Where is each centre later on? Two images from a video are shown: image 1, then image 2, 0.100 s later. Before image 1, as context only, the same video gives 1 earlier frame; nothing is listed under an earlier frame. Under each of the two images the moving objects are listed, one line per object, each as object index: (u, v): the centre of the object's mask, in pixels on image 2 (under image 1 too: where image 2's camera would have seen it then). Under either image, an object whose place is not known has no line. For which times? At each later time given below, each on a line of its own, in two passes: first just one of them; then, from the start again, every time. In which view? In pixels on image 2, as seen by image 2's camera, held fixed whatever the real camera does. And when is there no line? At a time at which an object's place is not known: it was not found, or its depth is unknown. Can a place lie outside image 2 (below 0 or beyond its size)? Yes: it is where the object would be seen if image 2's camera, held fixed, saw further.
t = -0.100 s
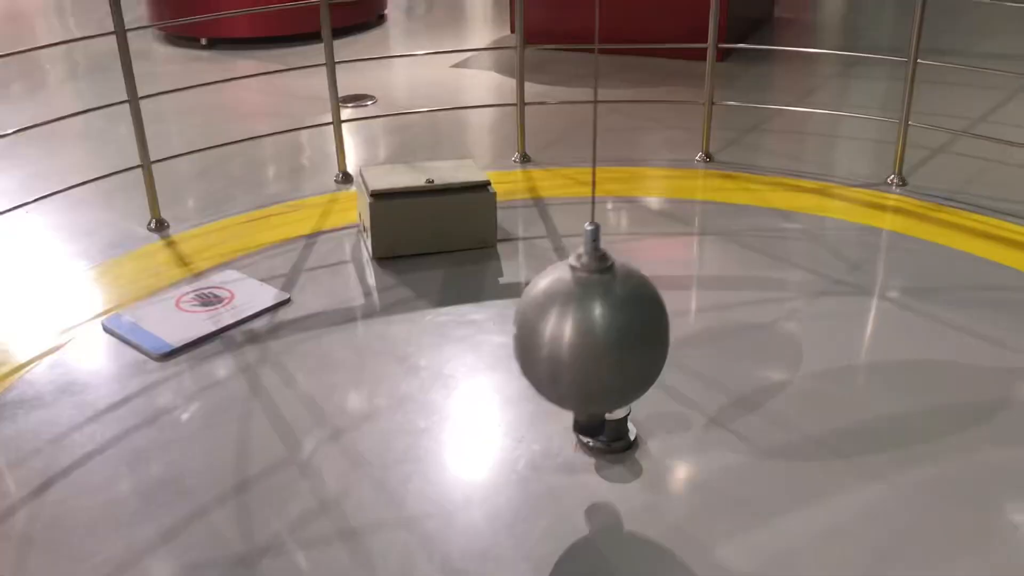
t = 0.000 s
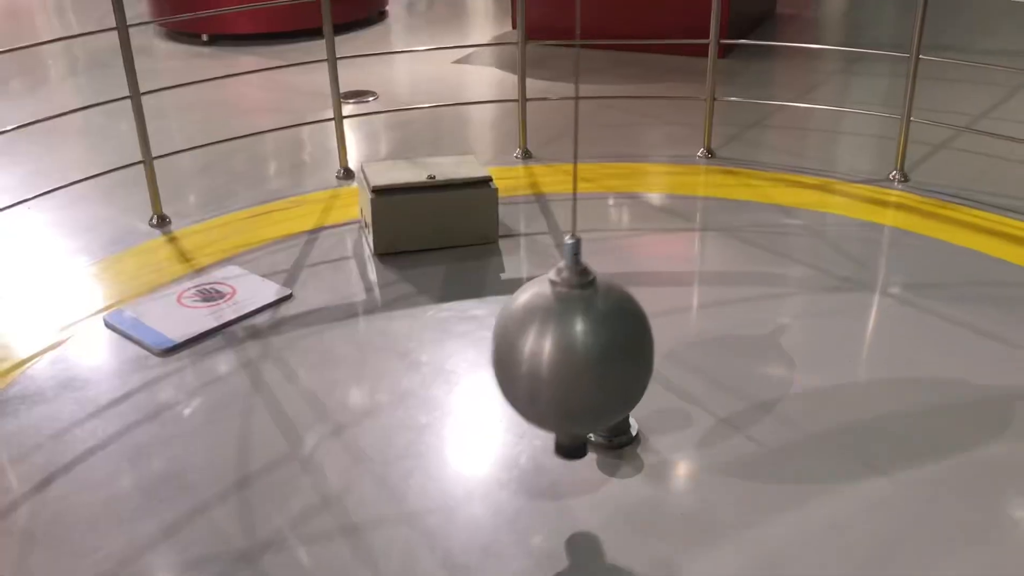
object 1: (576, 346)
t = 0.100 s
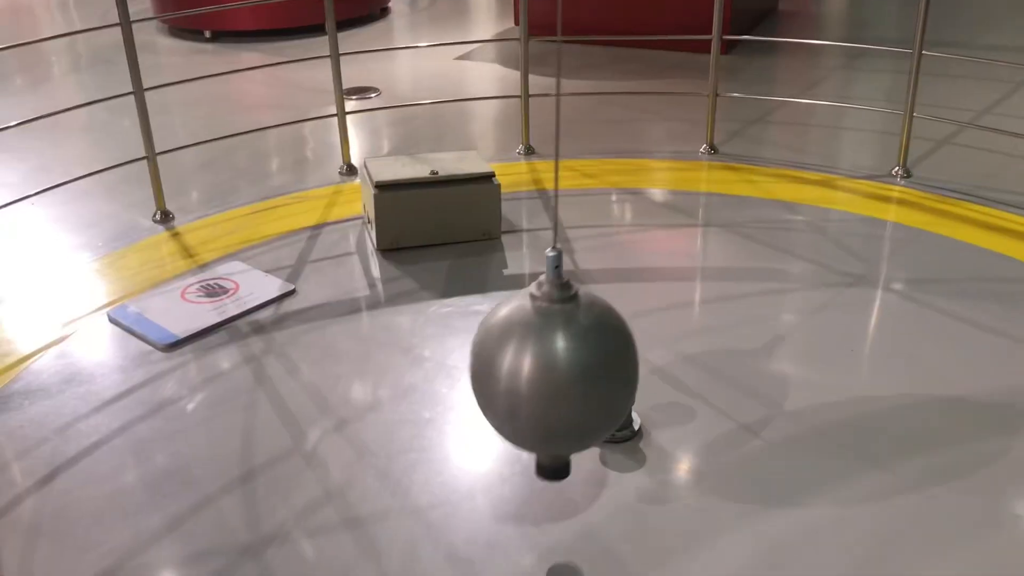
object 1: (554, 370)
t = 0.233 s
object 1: (525, 401)
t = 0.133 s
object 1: (547, 378)
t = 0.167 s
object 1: (539, 387)
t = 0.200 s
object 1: (532, 394)
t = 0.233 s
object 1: (525, 401)
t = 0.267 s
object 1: (516, 409)
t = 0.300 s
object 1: (509, 417)
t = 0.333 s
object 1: (502, 425)
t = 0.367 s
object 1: (494, 432)
